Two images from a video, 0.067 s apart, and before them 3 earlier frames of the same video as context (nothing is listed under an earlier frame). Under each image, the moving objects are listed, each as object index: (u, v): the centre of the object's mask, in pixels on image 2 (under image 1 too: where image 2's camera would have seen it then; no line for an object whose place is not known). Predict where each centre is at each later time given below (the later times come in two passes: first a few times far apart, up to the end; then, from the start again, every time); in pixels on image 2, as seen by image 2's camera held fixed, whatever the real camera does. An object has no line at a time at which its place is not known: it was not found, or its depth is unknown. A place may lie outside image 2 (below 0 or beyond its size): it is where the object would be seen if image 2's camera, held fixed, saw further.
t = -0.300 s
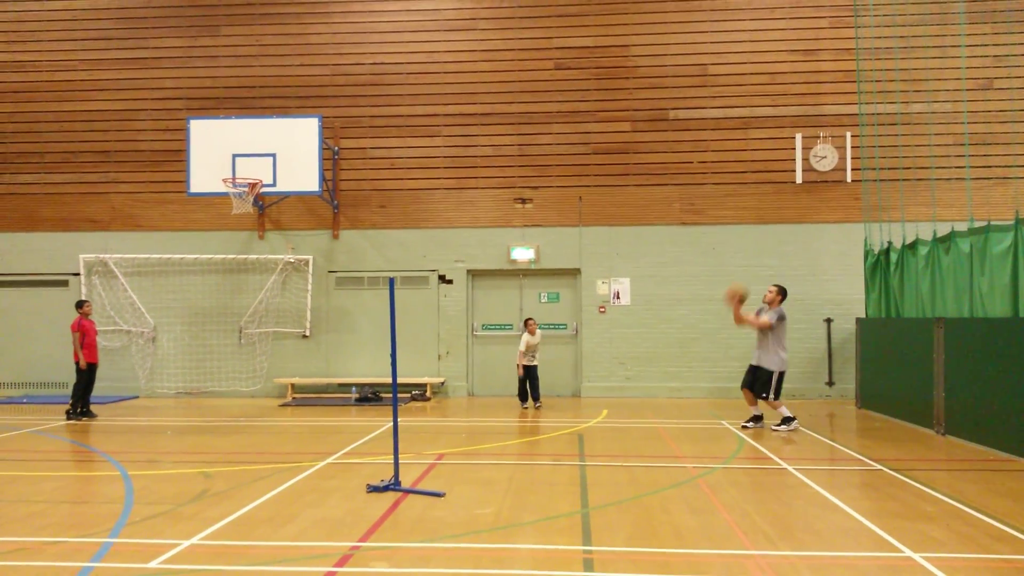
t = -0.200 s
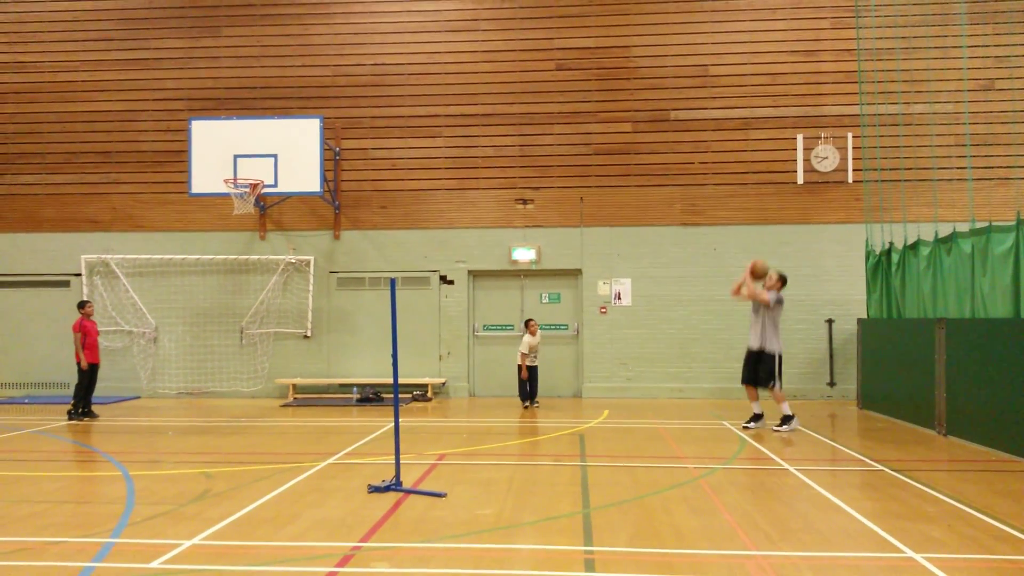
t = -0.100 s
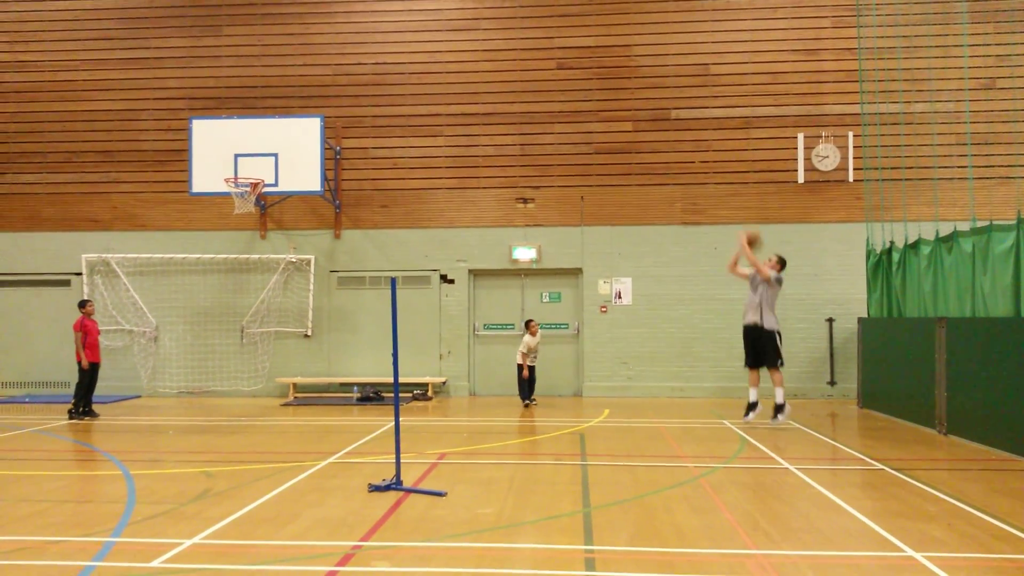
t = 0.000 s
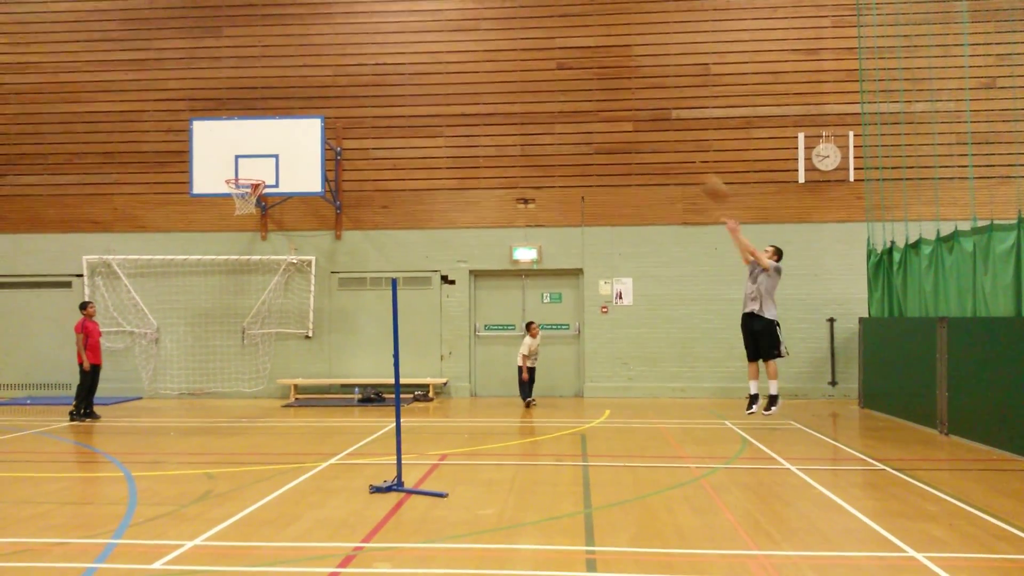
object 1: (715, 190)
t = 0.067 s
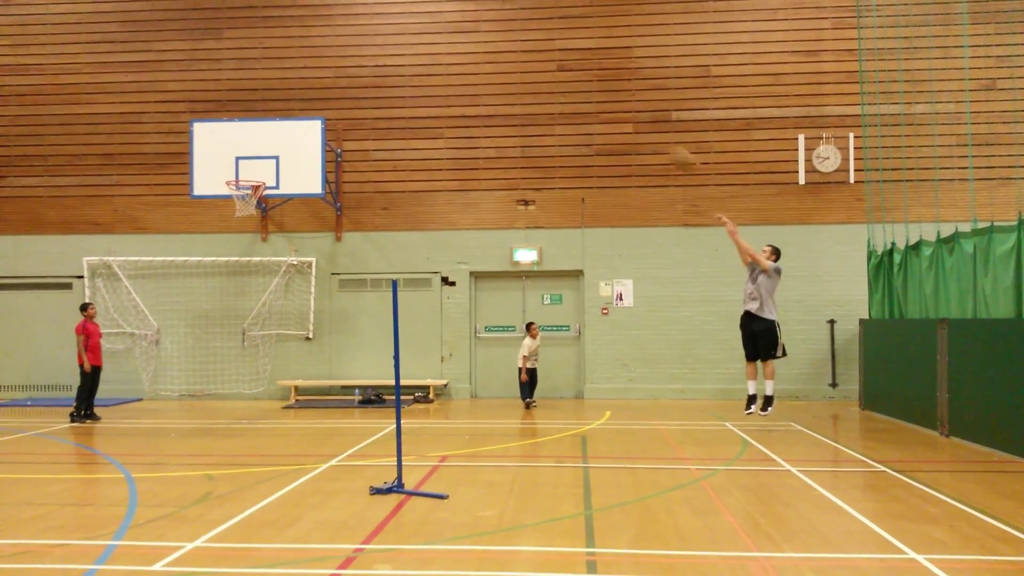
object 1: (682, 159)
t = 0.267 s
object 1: (590, 92)
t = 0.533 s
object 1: (478, 59)
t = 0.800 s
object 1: (375, 78)
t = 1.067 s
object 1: (276, 151)
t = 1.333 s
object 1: (221, 236)
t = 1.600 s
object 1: (194, 351)
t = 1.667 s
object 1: (187, 389)
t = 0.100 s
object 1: (665, 145)
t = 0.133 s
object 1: (650, 133)
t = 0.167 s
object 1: (635, 122)
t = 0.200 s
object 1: (620, 111)
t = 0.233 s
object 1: (605, 102)
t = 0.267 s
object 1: (590, 92)
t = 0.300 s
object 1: (575, 85)
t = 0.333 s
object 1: (561, 80)
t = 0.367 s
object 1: (546, 73)
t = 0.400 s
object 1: (532, 69)
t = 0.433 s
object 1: (519, 64)
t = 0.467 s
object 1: (504, 62)
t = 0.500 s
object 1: (490, 60)
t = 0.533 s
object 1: (478, 59)
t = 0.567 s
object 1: (465, 58)
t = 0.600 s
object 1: (451, 59)
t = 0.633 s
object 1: (438, 60)
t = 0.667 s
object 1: (426, 62)
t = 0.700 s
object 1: (413, 65)
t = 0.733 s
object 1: (400, 68)
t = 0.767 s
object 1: (387, 71)
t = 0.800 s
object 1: (375, 78)
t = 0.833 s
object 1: (362, 83)
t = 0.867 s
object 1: (350, 90)
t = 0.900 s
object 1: (336, 99)
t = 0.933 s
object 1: (325, 107)
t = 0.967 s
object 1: (312, 117)
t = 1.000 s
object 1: (300, 130)
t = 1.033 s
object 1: (288, 140)
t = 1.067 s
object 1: (276, 151)
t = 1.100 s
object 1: (264, 164)
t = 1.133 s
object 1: (252, 175)
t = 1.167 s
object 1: (242, 189)
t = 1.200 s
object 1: (234, 201)
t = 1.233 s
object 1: (230, 209)
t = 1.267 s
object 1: (228, 218)
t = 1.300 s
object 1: (225, 226)
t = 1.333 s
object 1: (221, 236)
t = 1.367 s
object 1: (218, 248)
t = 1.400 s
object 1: (215, 260)
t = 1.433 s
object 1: (212, 272)
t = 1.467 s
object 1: (208, 286)
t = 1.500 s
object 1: (204, 301)
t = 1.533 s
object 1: (201, 316)
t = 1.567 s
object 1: (198, 332)
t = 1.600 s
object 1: (194, 351)
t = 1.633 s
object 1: (191, 369)
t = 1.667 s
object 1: (187, 389)
